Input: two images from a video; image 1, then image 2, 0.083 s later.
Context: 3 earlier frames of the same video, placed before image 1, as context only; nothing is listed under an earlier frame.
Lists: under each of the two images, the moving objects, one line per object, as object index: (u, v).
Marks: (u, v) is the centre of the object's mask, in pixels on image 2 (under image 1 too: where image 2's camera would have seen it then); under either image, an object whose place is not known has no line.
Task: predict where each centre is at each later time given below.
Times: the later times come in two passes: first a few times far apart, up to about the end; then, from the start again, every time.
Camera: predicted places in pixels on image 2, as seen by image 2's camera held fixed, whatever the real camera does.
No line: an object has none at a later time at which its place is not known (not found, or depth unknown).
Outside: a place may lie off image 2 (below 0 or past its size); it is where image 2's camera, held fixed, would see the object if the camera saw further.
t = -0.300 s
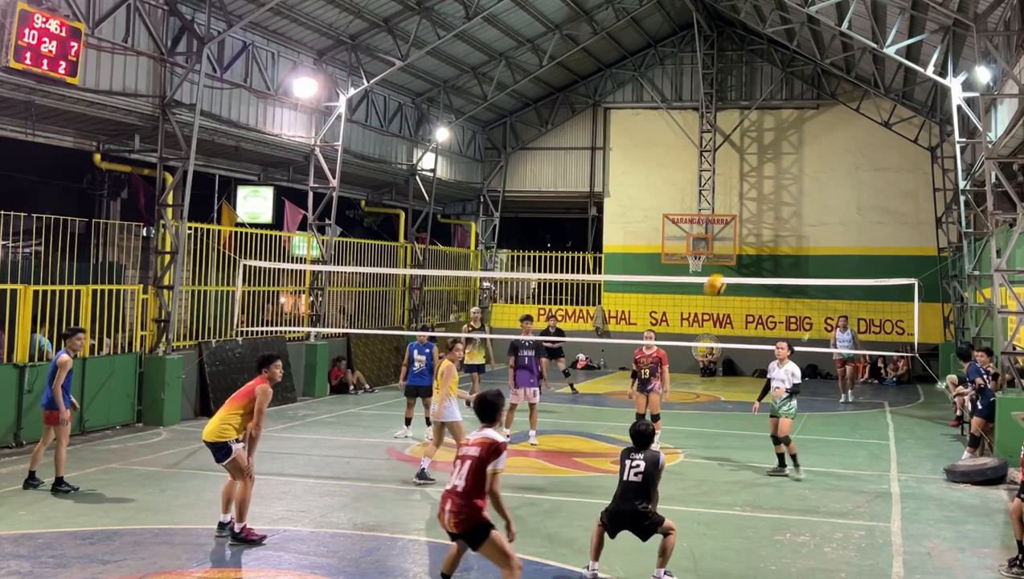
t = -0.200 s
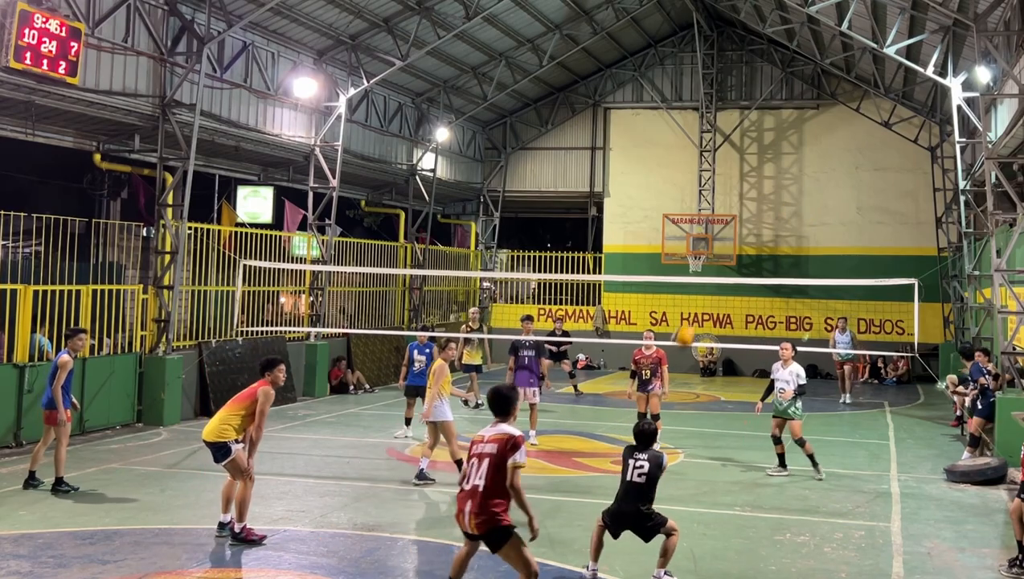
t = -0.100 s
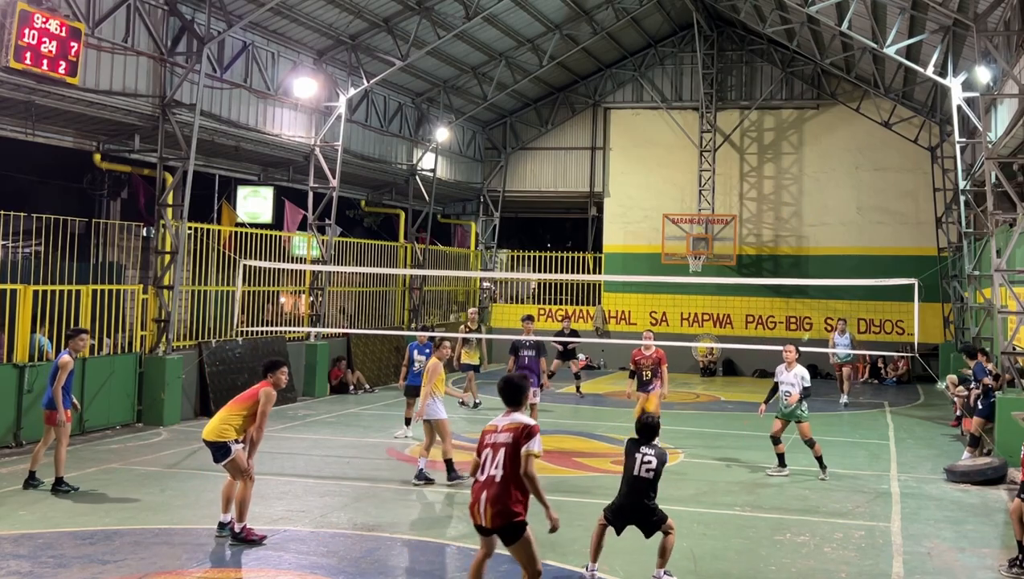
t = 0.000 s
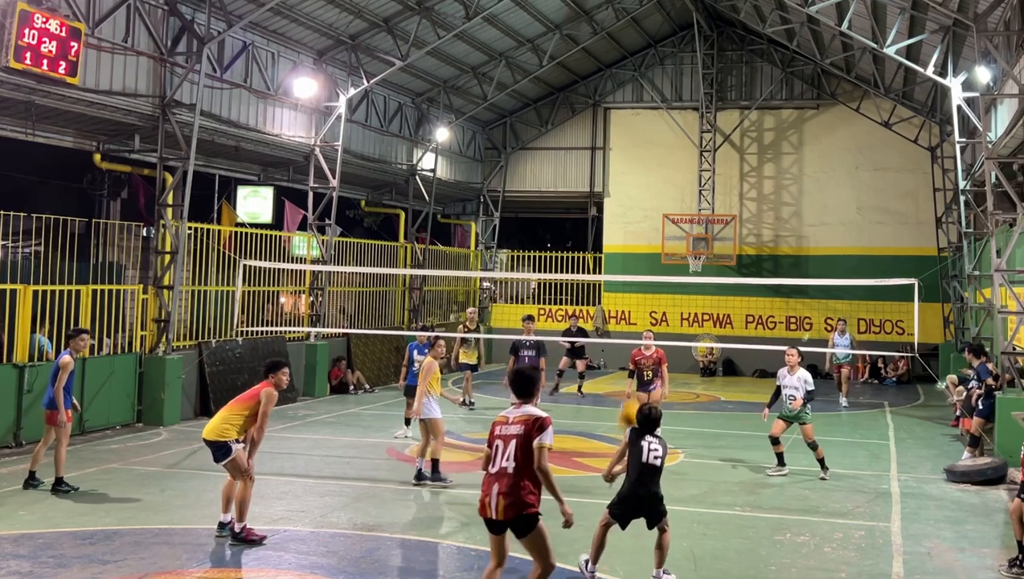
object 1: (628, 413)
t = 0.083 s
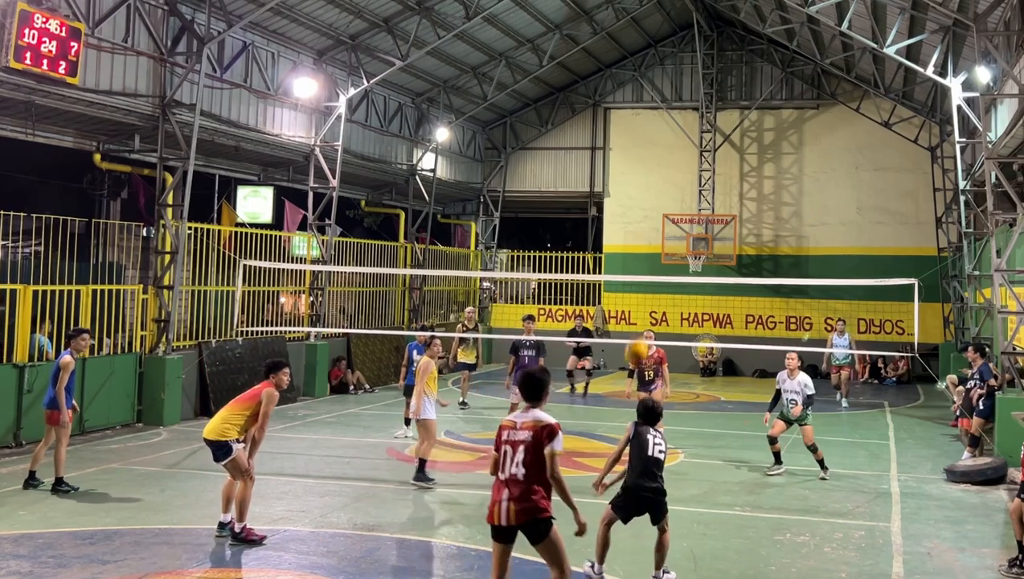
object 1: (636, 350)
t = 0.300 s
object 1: (653, 240)
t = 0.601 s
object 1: (668, 191)
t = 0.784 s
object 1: (674, 203)
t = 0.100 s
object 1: (638, 339)
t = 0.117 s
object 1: (640, 328)
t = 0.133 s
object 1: (641, 318)
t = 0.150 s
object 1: (643, 308)
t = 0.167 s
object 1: (644, 297)
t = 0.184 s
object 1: (645, 290)
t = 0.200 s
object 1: (646, 281)
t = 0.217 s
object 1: (647, 273)
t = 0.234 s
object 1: (648, 265)
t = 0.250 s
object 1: (649, 260)
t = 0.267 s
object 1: (651, 253)
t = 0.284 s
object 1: (651, 247)
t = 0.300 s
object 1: (653, 240)
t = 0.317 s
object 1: (654, 235)
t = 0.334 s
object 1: (654, 230)
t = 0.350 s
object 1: (656, 225)
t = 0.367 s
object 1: (656, 221)
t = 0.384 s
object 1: (657, 217)
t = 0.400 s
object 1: (658, 213)
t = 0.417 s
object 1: (659, 210)
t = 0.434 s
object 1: (660, 207)
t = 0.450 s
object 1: (661, 204)
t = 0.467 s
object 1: (662, 202)
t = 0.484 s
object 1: (662, 199)
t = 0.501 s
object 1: (663, 197)
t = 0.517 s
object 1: (664, 195)
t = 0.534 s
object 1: (665, 193)
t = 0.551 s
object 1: (666, 192)
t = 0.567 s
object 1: (666, 192)
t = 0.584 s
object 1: (667, 191)
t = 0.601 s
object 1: (668, 191)
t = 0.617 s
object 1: (668, 191)
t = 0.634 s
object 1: (669, 191)
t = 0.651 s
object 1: (670, 191)
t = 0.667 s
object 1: (670, 192)
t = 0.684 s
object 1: (671, 192)
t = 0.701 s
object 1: (672, 194)
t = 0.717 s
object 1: (672, 194)
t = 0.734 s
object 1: (673, 196)
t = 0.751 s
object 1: (673, 198)
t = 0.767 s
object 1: (674, 201)
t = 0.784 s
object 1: (674, 203)
